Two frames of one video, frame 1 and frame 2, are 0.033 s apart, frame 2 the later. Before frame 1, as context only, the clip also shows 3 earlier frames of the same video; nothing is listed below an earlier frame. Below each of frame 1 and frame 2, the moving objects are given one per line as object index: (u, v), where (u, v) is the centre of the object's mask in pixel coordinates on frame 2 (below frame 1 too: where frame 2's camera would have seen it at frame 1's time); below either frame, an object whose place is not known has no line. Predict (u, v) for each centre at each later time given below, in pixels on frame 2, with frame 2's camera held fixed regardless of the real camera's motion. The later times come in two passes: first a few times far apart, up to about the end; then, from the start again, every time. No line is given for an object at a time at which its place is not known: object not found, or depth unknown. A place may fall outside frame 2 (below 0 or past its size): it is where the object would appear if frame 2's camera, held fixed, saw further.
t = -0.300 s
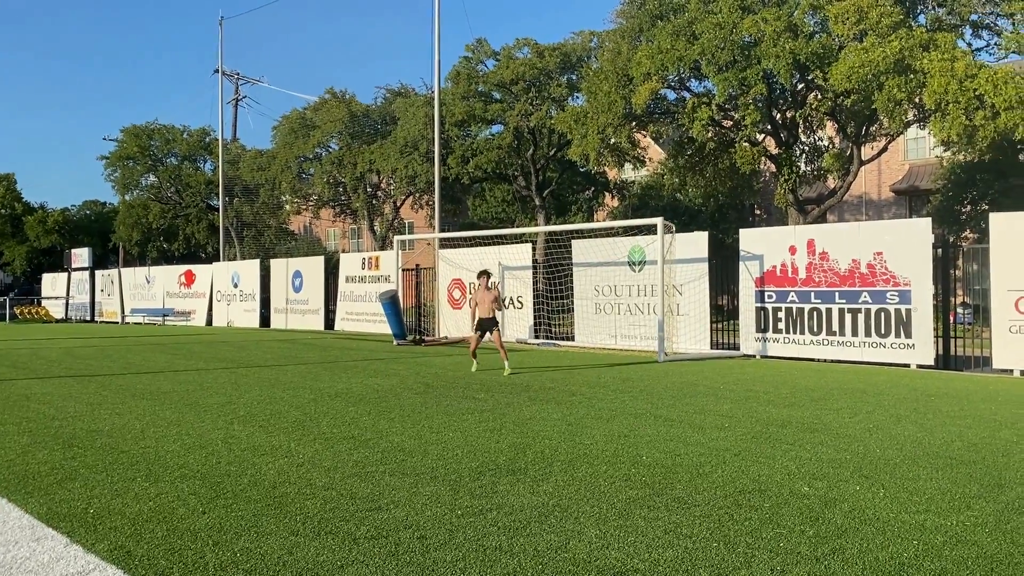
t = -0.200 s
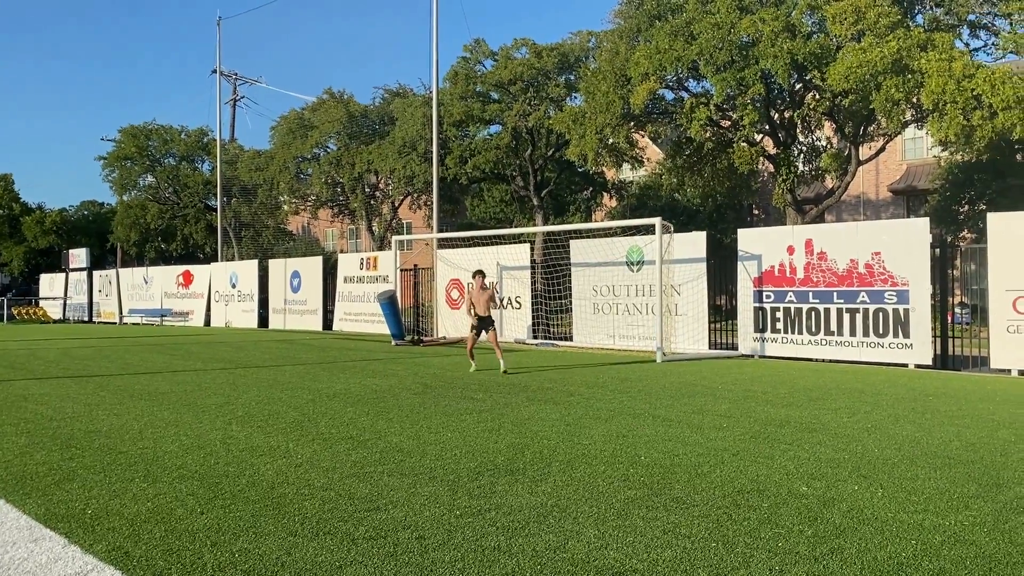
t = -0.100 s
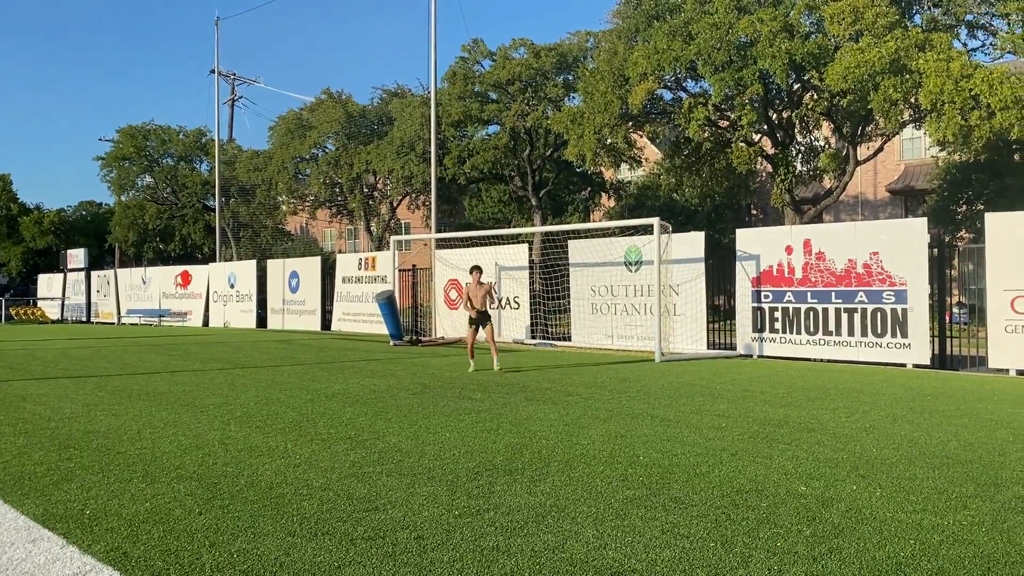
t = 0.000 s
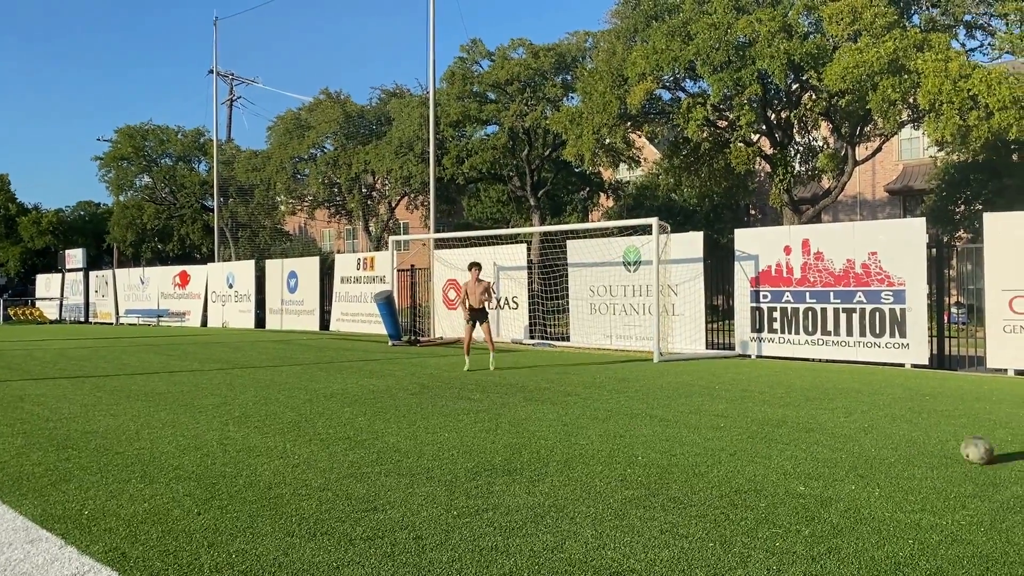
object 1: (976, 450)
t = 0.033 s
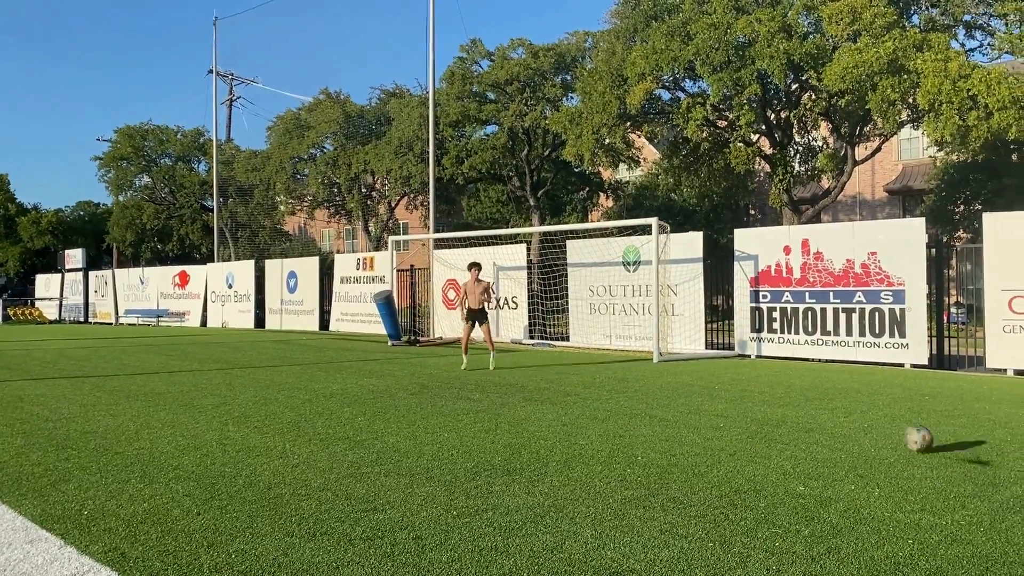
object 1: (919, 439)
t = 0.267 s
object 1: (660, 394)
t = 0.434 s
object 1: (562, 378)
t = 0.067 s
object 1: (868, 428)
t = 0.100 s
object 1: (823, 421)
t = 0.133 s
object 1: (782, 415)
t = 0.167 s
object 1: (746, 412)
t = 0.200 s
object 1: (714, 405)
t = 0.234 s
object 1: (686, 398)
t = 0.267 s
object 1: (660, 394)
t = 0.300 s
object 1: (636, 391)
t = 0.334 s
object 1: (614, 390)
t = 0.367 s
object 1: (595, 386)
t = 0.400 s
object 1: (578, 381)
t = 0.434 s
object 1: (562, 378)
